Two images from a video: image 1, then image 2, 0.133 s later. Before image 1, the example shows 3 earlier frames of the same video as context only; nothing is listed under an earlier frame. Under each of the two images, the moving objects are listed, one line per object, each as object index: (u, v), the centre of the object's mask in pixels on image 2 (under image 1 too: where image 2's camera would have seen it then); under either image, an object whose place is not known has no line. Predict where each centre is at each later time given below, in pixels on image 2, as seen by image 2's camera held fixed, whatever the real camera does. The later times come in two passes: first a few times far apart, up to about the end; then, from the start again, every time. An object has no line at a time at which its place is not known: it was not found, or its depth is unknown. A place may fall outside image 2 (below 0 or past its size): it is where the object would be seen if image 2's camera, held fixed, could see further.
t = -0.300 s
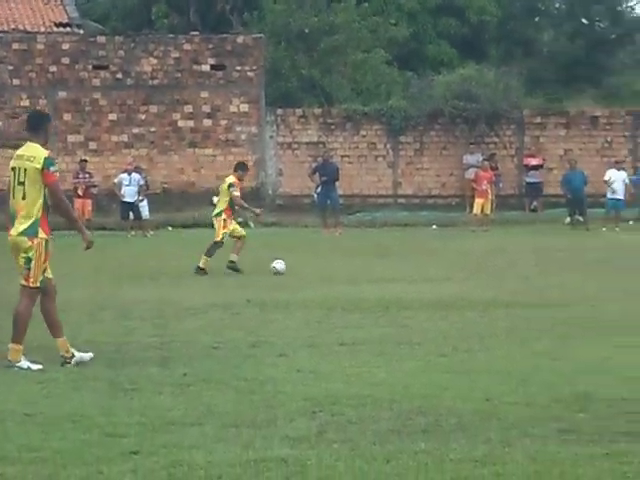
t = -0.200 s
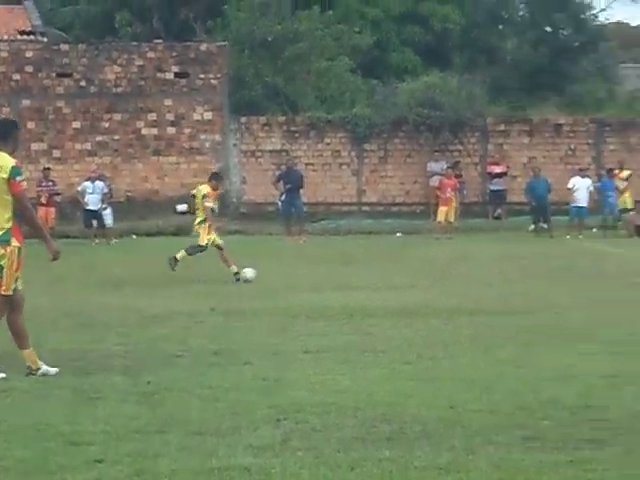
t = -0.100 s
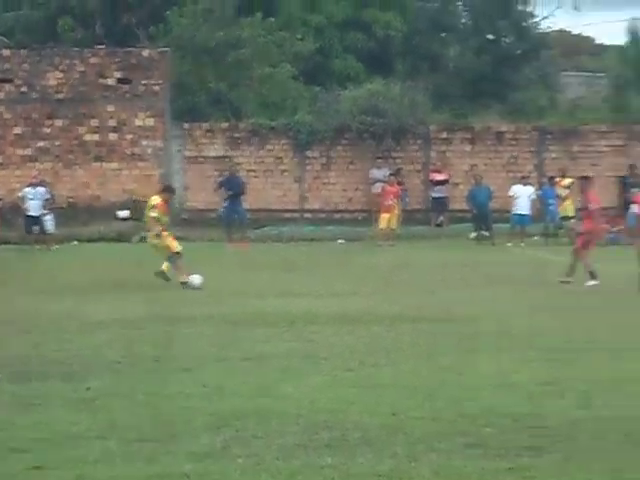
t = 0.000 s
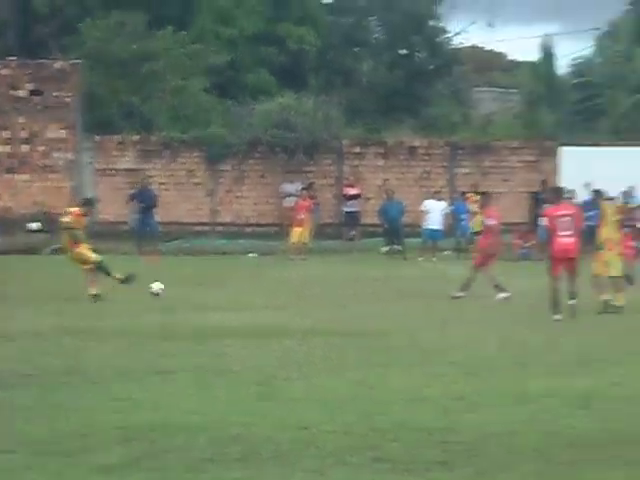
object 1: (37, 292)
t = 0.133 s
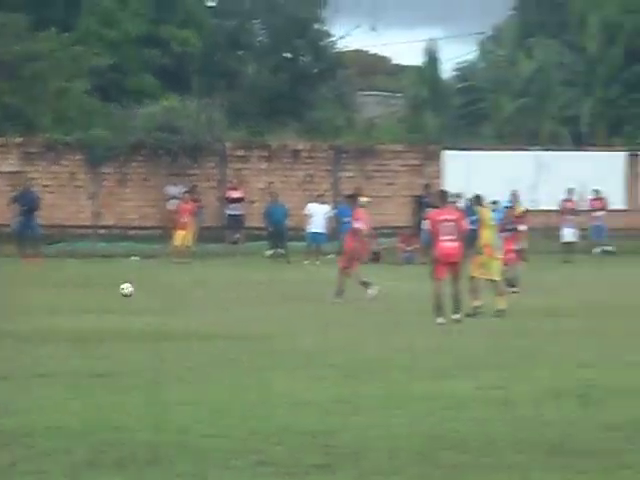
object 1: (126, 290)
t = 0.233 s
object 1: (177, 283)
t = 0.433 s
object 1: (255, 281)
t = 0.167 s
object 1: (145, 290)
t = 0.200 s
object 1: (162, 286)
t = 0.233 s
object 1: (177, 283)
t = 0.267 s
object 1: (192, 280)
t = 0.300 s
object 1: (206, 279)
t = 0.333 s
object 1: (219, 278)
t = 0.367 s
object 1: (231, 278)
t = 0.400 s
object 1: (244, 279)
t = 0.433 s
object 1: (255, 281)
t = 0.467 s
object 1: (266, 283)
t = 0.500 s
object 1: (275, 281)
